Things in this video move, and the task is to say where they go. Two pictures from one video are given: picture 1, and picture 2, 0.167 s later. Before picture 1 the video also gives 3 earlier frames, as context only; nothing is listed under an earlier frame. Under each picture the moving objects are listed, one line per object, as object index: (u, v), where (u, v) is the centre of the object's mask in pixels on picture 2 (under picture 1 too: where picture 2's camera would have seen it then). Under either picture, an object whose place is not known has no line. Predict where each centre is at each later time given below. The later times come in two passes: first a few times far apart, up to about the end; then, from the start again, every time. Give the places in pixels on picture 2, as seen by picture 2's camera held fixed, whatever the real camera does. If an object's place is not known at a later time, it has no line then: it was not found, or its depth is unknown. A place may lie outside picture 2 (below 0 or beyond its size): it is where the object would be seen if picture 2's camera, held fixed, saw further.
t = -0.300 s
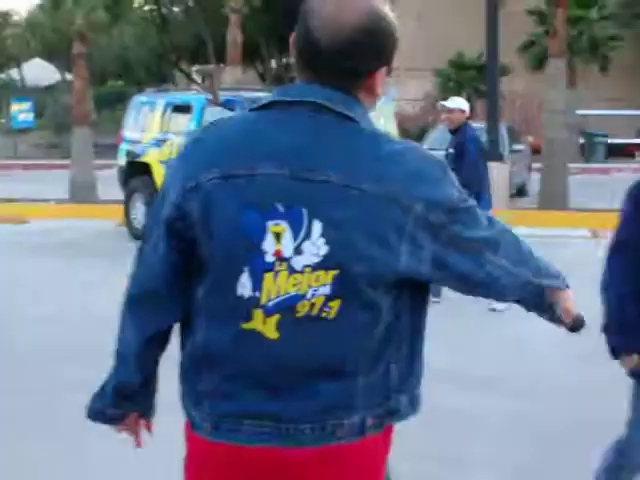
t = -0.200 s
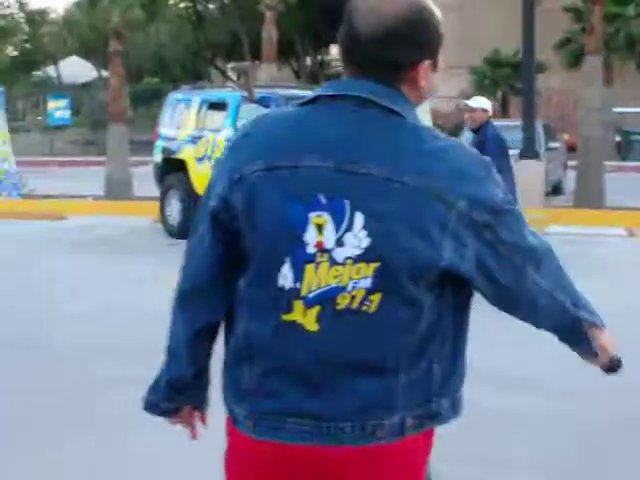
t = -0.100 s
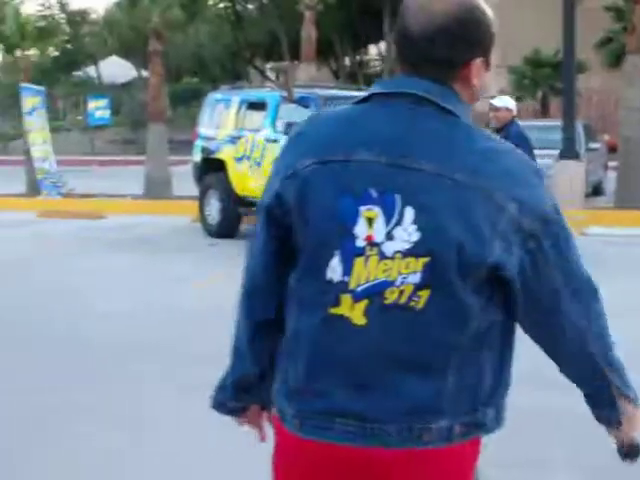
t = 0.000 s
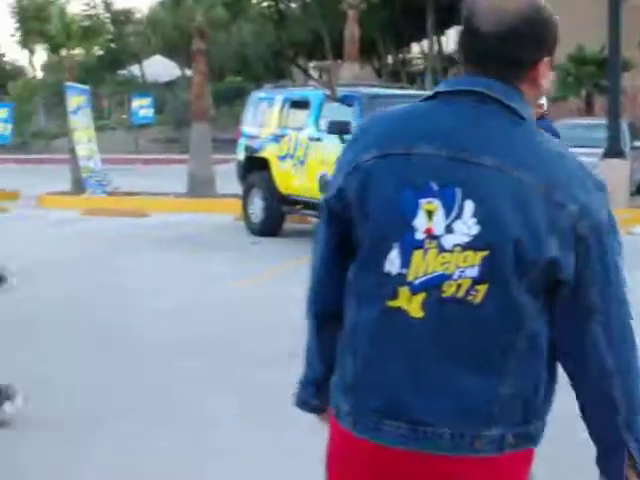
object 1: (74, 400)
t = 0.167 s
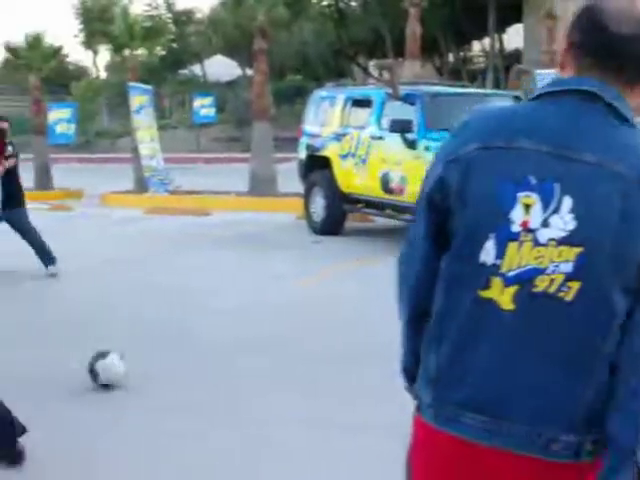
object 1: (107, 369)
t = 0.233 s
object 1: (118, 360)
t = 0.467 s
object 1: (145, 337)
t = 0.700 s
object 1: (166, 320)
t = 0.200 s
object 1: (114, 364)
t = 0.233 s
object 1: (118, 360)
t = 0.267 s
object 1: (122, 357)
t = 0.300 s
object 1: (126, 353)
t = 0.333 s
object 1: (129, 349)
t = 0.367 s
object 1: (135, 347)
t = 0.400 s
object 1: (138, 342)
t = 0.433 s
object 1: (141, 339)
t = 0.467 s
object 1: (145, 337)
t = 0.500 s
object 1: (150, 334)
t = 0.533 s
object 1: (153, 331)
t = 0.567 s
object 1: (156, 329)
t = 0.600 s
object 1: (157, 326)
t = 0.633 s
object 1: (161, 322)
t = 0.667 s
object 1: (163, 321)
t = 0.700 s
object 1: (166, 320)
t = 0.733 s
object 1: (168, 318)
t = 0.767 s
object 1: (172, 316)
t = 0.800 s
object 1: (174, 313)
